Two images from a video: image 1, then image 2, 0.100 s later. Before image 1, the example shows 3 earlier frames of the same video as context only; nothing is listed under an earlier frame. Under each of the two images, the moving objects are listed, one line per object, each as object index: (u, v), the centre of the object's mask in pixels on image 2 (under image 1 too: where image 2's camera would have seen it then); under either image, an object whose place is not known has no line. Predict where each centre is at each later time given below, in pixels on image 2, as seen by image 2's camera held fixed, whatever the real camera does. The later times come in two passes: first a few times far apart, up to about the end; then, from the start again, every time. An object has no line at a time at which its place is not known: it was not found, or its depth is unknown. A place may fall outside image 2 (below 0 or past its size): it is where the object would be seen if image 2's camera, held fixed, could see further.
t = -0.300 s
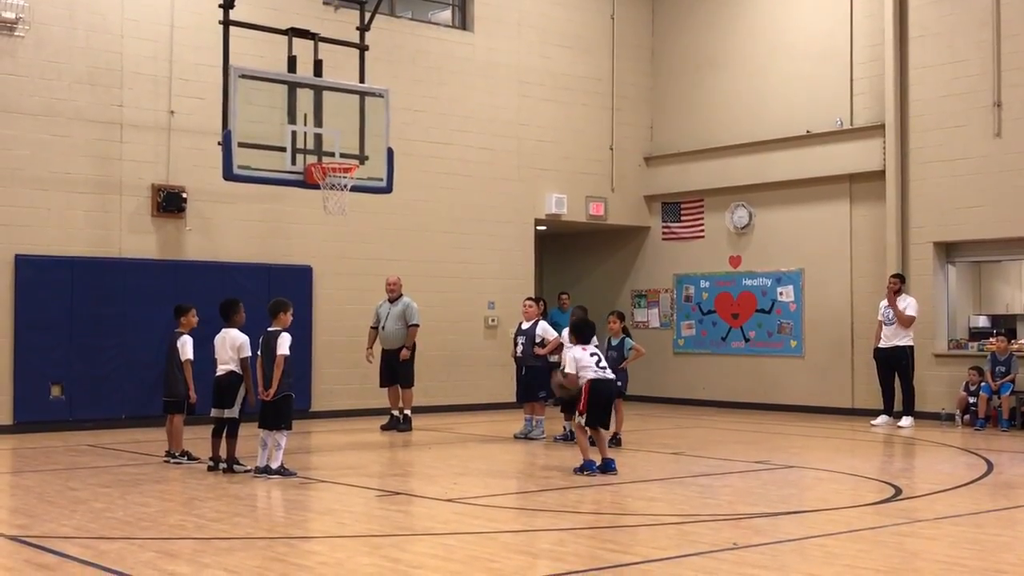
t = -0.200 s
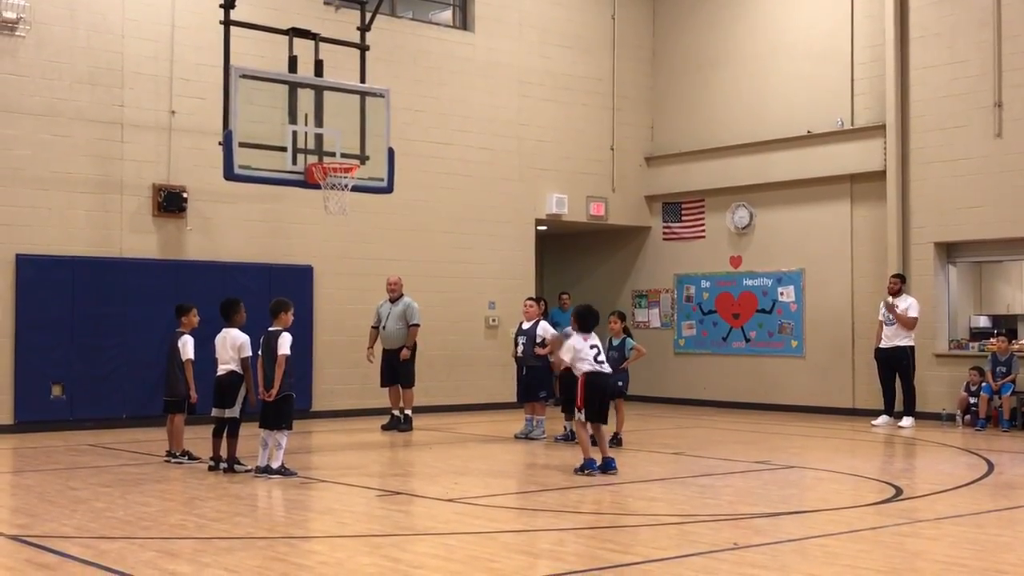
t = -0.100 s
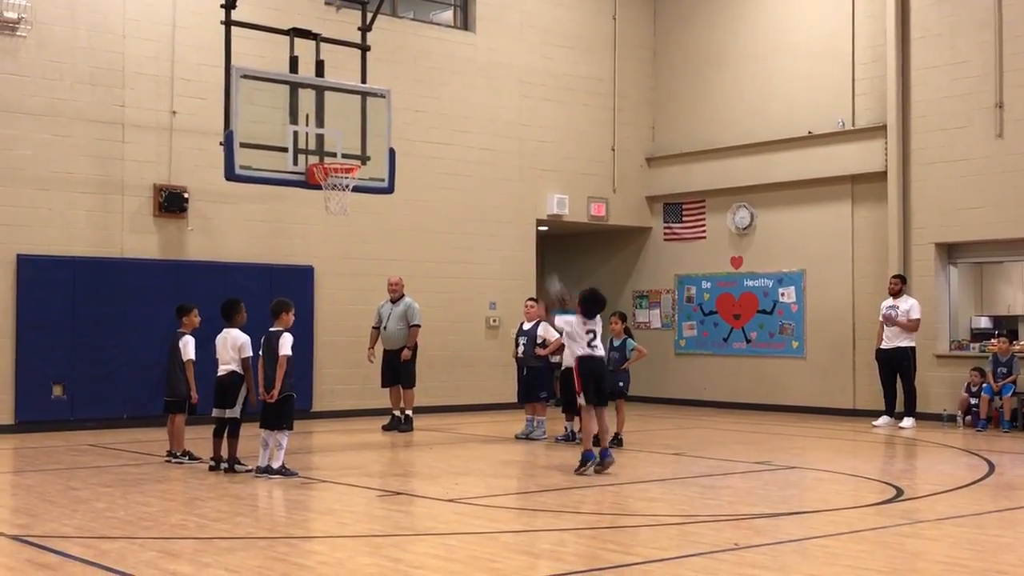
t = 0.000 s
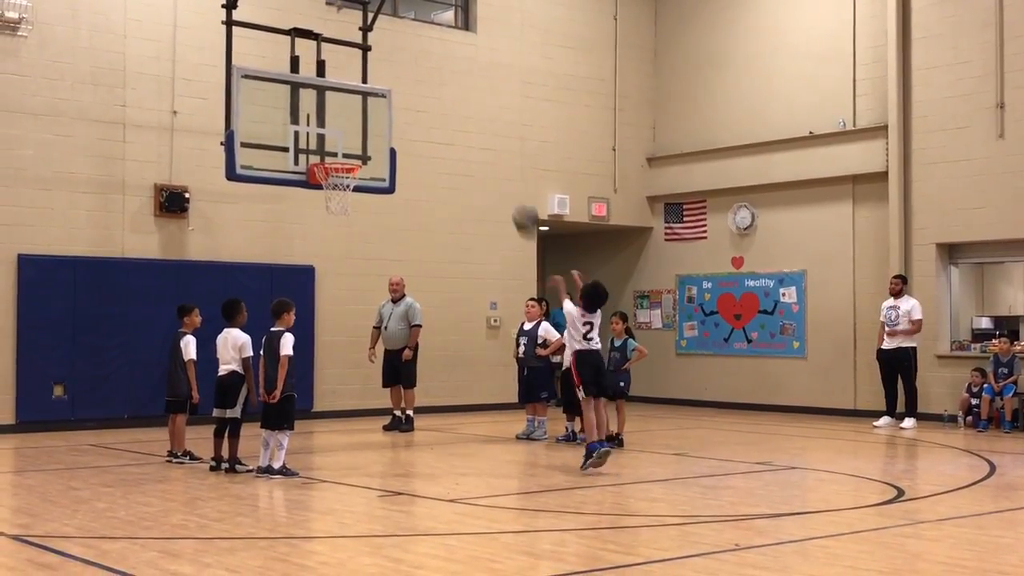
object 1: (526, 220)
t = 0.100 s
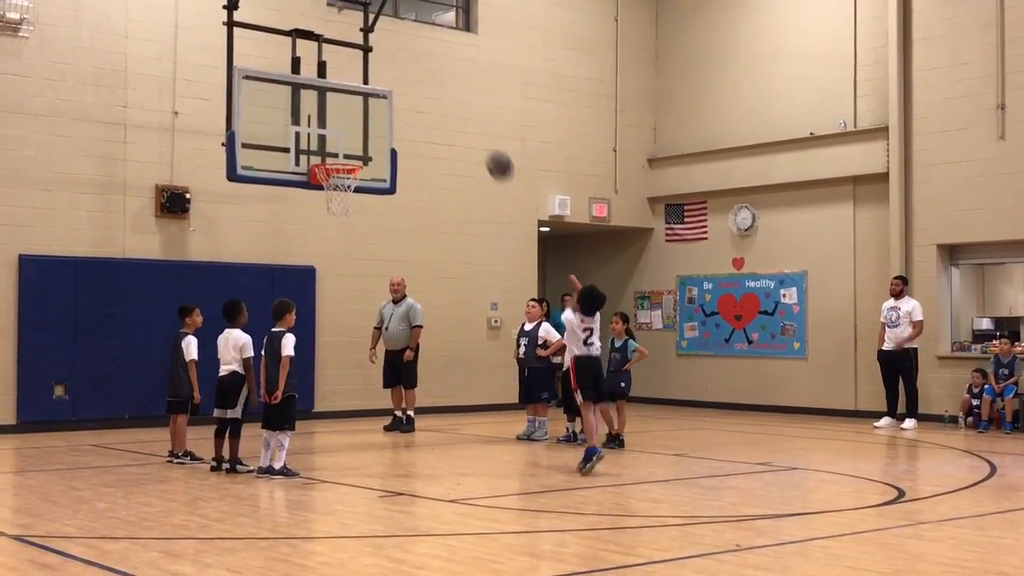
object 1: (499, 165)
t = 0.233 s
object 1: (464, 112)
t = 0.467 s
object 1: (408, 71)
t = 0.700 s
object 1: (358, 90)
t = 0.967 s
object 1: (338, 154)
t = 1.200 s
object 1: (349, 175)
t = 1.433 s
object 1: (334, 204)
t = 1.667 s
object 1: (324, 260)
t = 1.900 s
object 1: (314, 368)
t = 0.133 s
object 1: (490, 150)
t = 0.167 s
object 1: (481, 135)
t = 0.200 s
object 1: (473, 123)
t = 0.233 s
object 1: (464, 112)
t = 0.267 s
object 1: (456, 102)
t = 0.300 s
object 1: (447, 94)
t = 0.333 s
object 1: (439, 87)
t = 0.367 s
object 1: (431, 81)
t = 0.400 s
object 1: (423, 77)
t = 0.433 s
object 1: (416, 73)
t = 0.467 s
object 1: (408, 71)
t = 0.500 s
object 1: (401, 71)
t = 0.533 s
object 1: (394, 71)
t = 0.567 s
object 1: (386, 73)
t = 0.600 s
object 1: (380, 76)
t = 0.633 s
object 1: (373, 79)
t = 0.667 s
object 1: (365, 84)
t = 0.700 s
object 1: (358, 90)
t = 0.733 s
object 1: (352, 98)
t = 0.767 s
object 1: (346, 106)
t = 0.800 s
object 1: (339, 115)
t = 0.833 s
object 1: (333, 124)
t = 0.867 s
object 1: (327, 135)
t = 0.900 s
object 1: (327, 142)
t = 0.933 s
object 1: (333, 148)
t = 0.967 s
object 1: (338, 154)
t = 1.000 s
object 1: (343, 165)
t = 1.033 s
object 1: (349, 175)
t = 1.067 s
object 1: (351, 176)
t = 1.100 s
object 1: (352, 174)
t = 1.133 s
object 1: (351, 174)
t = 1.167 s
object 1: (351, 174)
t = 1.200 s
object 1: (349, 175)
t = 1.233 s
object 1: (349, 176)
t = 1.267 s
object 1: (345, 178)
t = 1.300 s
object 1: (343, 180)
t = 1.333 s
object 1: (343, 186)
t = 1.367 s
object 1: (339, 191)
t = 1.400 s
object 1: (337, 194)
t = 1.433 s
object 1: (334, 204)
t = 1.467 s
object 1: (333, 206)
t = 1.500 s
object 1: (332, 213)
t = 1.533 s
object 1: (330, 220)
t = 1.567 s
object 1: (329, 228)
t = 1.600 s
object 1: (327, 238)
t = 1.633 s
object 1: (325, 249)
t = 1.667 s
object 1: (324, 260)
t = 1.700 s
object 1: (324, 273)
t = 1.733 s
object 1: (322, 286)
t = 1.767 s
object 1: (320, 301)
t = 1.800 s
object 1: (319, 316)
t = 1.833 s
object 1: (317, 331)
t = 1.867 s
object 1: (315, 351)
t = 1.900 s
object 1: (314, 368)
